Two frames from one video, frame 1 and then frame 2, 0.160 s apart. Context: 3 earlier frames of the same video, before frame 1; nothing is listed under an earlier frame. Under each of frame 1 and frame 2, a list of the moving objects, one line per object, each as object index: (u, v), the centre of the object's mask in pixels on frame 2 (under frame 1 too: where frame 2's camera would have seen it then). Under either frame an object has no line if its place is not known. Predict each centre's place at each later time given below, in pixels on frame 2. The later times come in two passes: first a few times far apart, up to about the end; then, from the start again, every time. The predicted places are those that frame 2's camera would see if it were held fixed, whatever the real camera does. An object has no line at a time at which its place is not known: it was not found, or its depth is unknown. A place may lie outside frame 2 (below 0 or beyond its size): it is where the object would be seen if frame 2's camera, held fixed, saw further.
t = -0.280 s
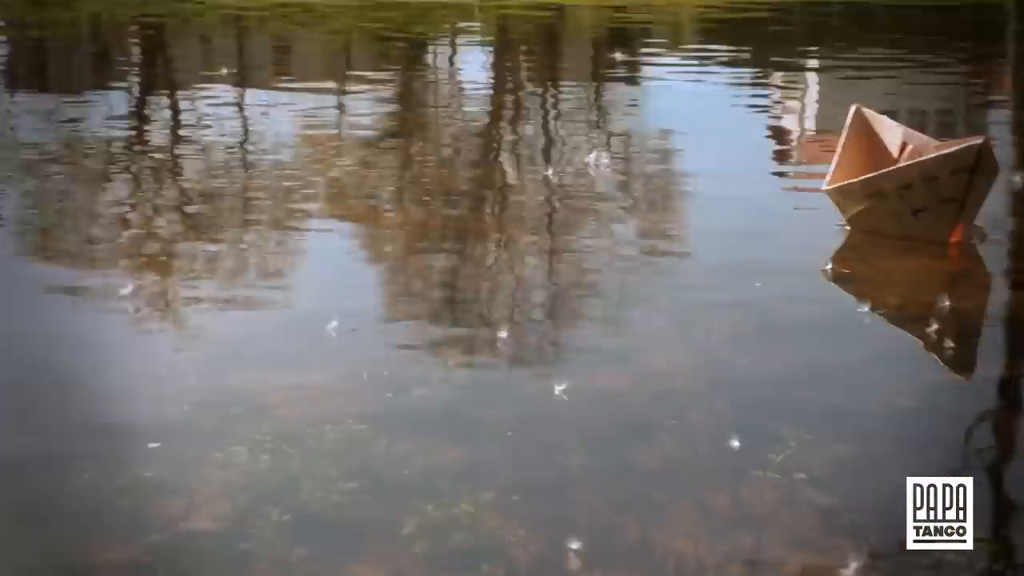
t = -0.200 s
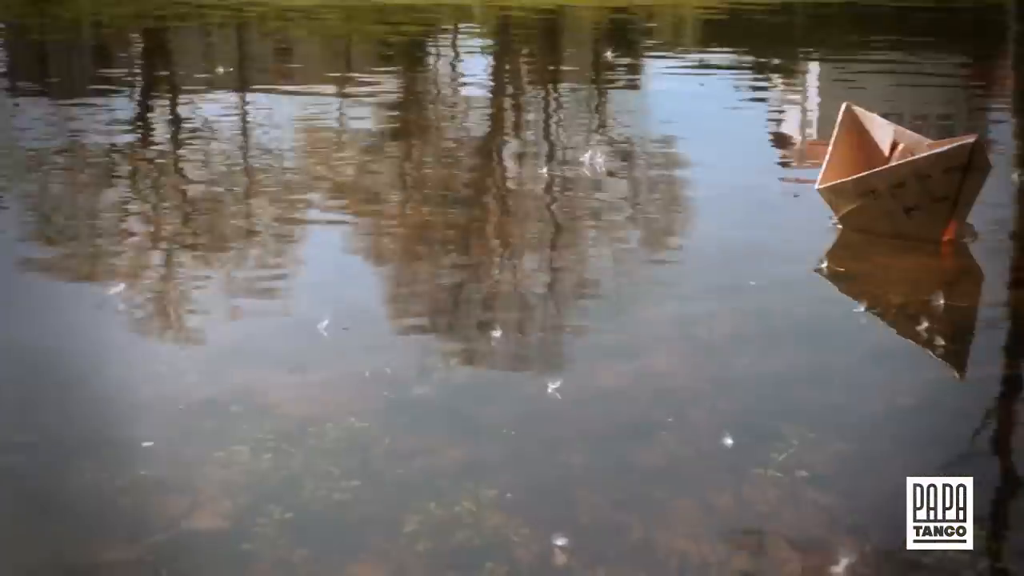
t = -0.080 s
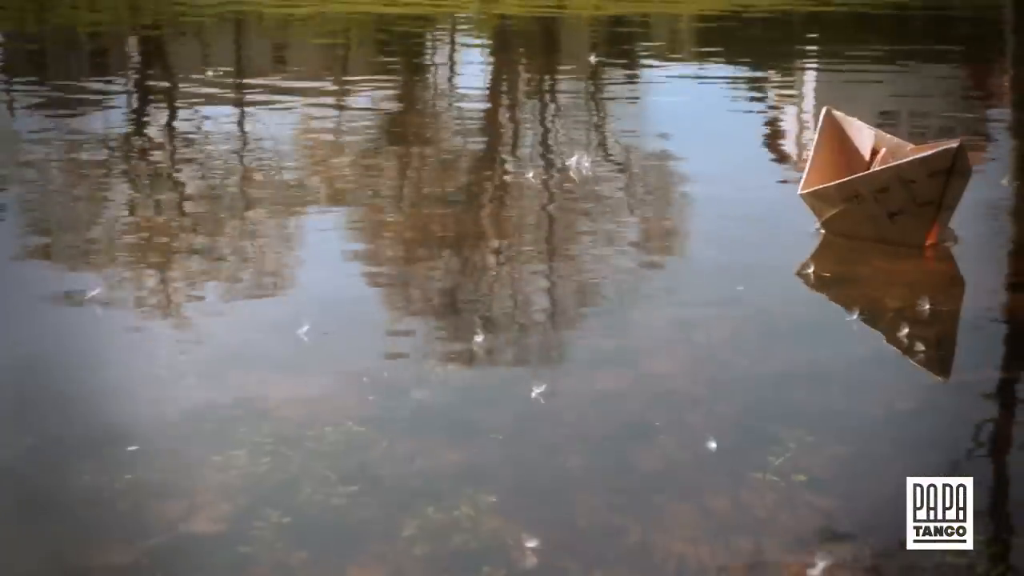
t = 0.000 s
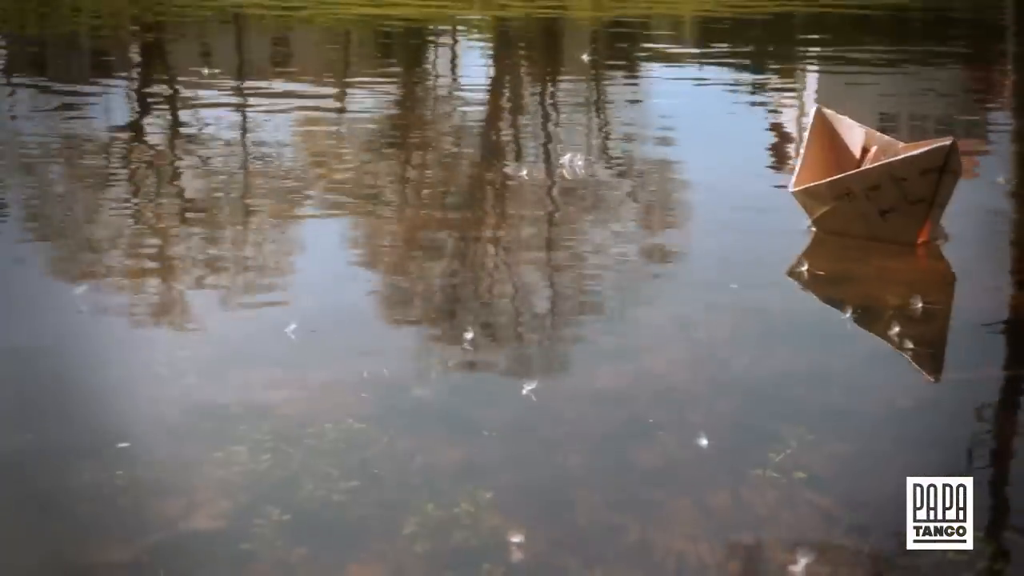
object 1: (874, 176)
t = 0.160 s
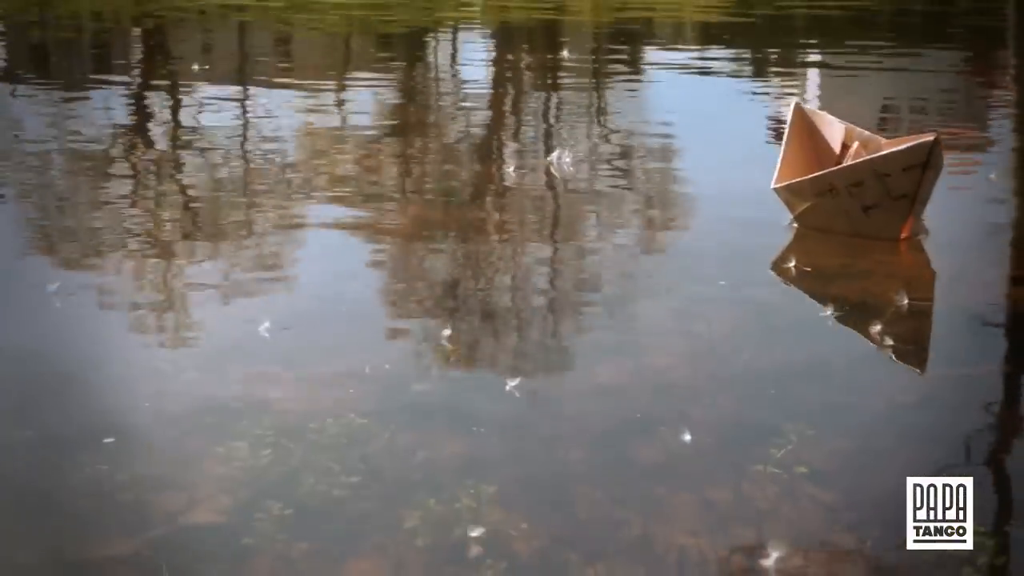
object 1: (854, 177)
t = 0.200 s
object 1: (849, 176)
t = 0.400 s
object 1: (823, 178)
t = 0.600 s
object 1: (798, 178)
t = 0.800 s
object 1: (769, 178)
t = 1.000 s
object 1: (738, 178)
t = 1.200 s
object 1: (703, 179)
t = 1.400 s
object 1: (667, 180)
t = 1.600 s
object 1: (629, 179)
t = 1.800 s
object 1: (589, 180)
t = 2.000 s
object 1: (547, 181)
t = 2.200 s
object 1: (500, 182)
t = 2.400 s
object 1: (453, 182)
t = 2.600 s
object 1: (400, 184)
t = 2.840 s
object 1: (329, 187)
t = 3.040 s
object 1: (266, 190)
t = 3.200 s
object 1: (215, 193)
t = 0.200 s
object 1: (849, 176)
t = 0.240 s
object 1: (843, 177)
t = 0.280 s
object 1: (839, 178)
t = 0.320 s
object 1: (833, 179)
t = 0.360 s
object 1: (828, 177)
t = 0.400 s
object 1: (823, 178)
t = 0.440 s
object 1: (818, 178)
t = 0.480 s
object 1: (813, 178)
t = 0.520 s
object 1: (808, 178)
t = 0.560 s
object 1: (803, 178)
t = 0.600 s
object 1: (798, 178)
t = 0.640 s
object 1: (792, 179)
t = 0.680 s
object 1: (787, 178)
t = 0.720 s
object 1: (781, 178)
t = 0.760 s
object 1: (775, 178)
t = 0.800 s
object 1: (769, 178)
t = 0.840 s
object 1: (763, 178)
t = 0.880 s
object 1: (758, 177)
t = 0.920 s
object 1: (751, 178)
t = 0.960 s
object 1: (744, 178)
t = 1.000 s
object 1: (738, 178)
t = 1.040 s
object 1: (731, 177)
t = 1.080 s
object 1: (723, 179)
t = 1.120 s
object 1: (716, 178)
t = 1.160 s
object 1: (710, 178)
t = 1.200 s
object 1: (703, 179)
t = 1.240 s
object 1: (695, 180)
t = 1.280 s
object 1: (688, 179)
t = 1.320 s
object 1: (681, 180)
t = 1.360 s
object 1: (674, 180)
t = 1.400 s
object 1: (667, 180)
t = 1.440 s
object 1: (659, 179)
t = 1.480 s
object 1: (651, 179)
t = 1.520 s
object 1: (643, 179)
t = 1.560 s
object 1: (636, 179)
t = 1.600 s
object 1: (629, 179)
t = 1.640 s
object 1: (621, 180)
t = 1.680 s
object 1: (613, 179)
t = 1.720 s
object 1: (606, 179)
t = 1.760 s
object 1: (597, 179)
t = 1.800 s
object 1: (589, 180)
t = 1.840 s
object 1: (582, 181)
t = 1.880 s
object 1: (573, 180)
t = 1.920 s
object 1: (564, 181)
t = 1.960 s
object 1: (555, 181)
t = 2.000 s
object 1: (547, 181)
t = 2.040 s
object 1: (538, 181)
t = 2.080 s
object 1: (528, 182)
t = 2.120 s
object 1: (519, 182)
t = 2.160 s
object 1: (510, 182)
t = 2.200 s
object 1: (500, 182)
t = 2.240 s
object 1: (490, 182)
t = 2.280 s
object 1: (481, 182)
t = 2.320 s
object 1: (472, 182)
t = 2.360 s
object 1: (462, 182)
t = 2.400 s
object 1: (453, 182)
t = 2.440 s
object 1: (443, 181)
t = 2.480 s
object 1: (432, 182)
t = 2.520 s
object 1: (420, 183)
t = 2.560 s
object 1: (410, 185)
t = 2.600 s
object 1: (400, 184)
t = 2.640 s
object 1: (388, 184)
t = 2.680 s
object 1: (376, 185)
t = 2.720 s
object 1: (365, 185)
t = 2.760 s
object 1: (353, 185)
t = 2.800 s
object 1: (341, 187)
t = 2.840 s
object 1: (329, 187)
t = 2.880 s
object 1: (316, 188)
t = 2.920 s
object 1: (304, 189)
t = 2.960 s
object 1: (291, 189)
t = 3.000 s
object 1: (279, 190)
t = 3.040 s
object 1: (266, 190)
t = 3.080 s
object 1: (254, 191)
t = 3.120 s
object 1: (241, 192)
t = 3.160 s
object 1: (229, 192)
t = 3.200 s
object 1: (215, 193)
